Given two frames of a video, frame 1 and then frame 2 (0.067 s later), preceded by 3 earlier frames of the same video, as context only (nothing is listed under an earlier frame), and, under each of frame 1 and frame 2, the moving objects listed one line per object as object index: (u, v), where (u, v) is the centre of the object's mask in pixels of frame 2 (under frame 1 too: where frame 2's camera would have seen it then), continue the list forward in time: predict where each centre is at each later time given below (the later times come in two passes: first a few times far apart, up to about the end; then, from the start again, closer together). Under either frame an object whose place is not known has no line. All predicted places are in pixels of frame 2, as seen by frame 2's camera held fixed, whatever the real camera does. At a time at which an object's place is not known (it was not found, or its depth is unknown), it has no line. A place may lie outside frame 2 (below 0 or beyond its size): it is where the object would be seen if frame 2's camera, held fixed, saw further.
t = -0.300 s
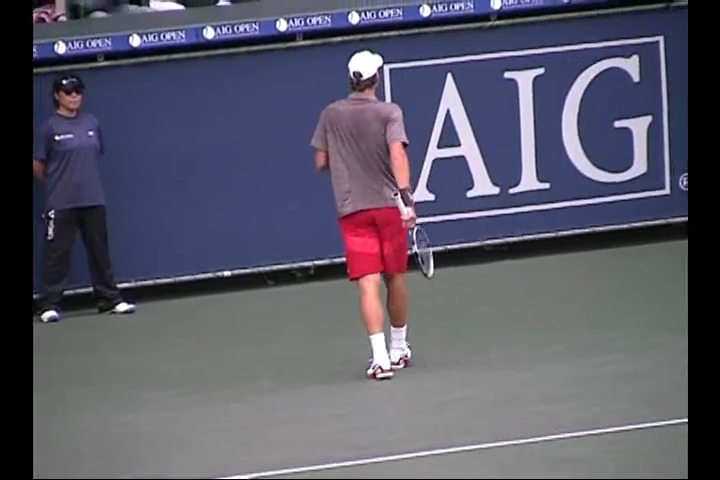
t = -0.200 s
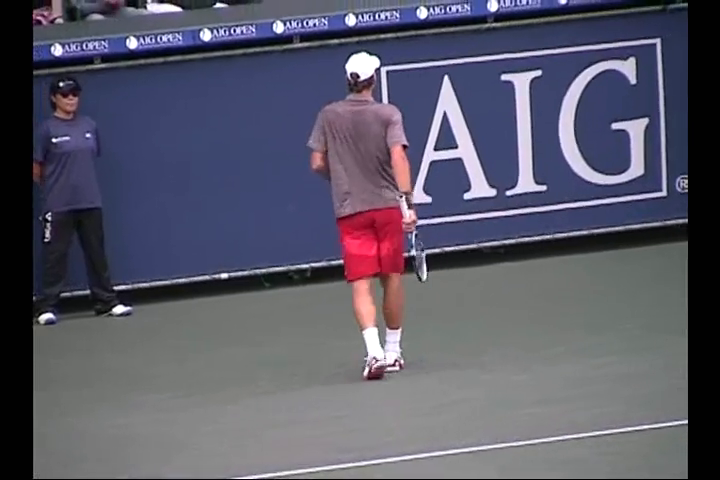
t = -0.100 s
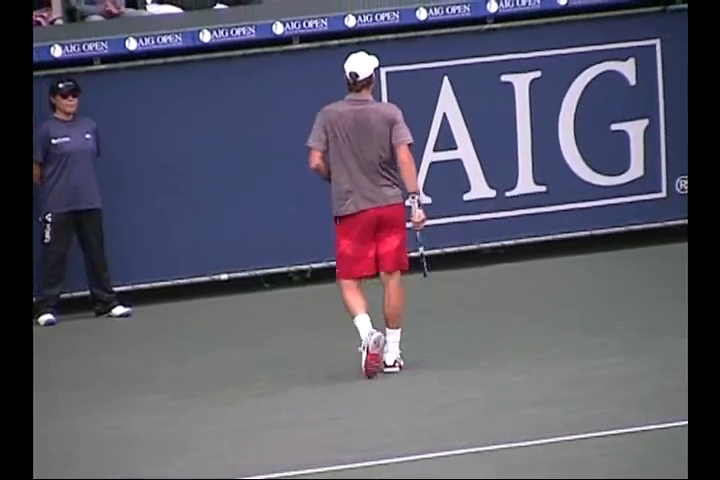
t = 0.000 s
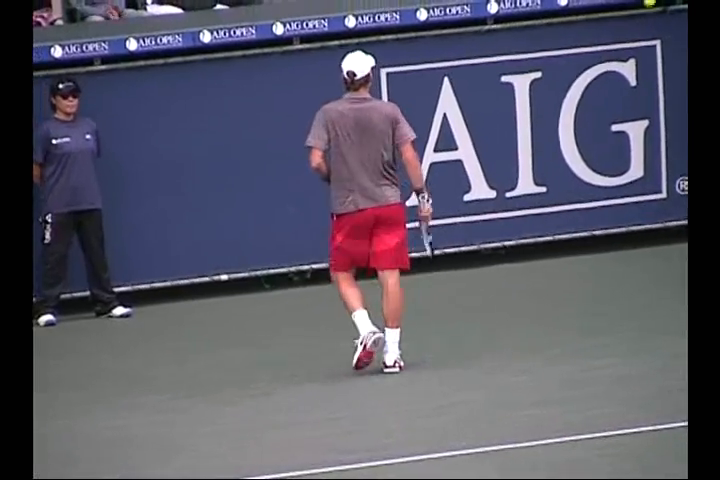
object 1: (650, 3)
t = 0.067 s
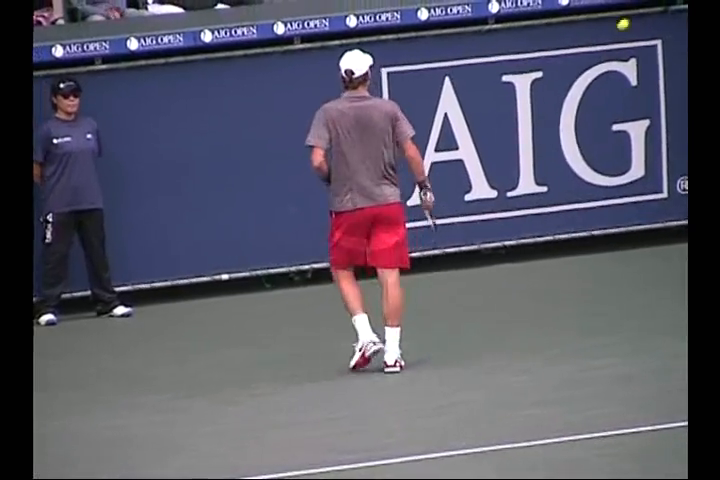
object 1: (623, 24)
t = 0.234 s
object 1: (555, 111)
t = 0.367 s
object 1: (503, 210)
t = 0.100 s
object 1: (609, 38)
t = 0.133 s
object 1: (595, 54)
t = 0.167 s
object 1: (582, 71)
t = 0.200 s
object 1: (568, 90)
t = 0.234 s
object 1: (555, 111)
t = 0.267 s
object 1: (542, 133)
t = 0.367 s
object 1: (503, 210)
